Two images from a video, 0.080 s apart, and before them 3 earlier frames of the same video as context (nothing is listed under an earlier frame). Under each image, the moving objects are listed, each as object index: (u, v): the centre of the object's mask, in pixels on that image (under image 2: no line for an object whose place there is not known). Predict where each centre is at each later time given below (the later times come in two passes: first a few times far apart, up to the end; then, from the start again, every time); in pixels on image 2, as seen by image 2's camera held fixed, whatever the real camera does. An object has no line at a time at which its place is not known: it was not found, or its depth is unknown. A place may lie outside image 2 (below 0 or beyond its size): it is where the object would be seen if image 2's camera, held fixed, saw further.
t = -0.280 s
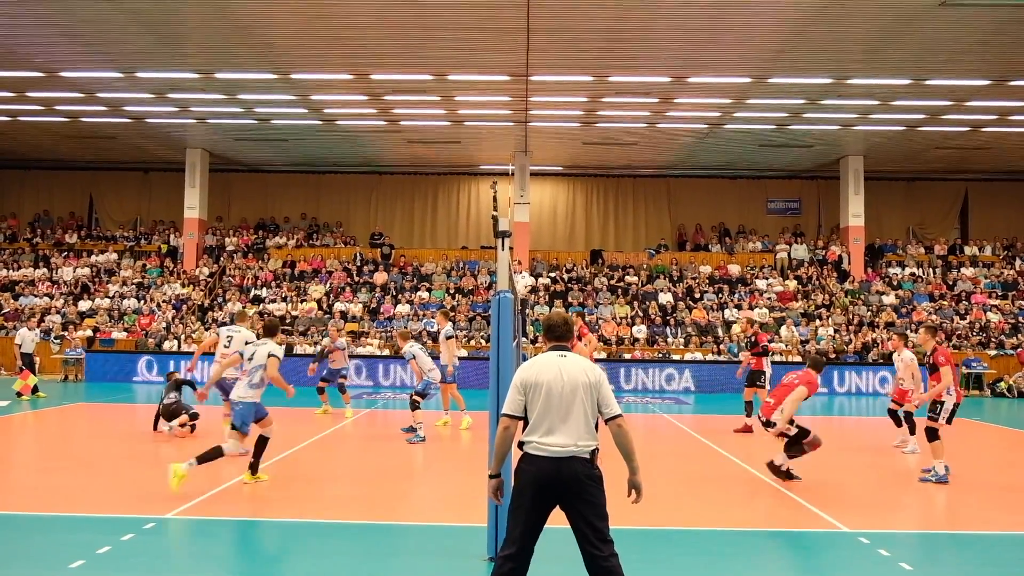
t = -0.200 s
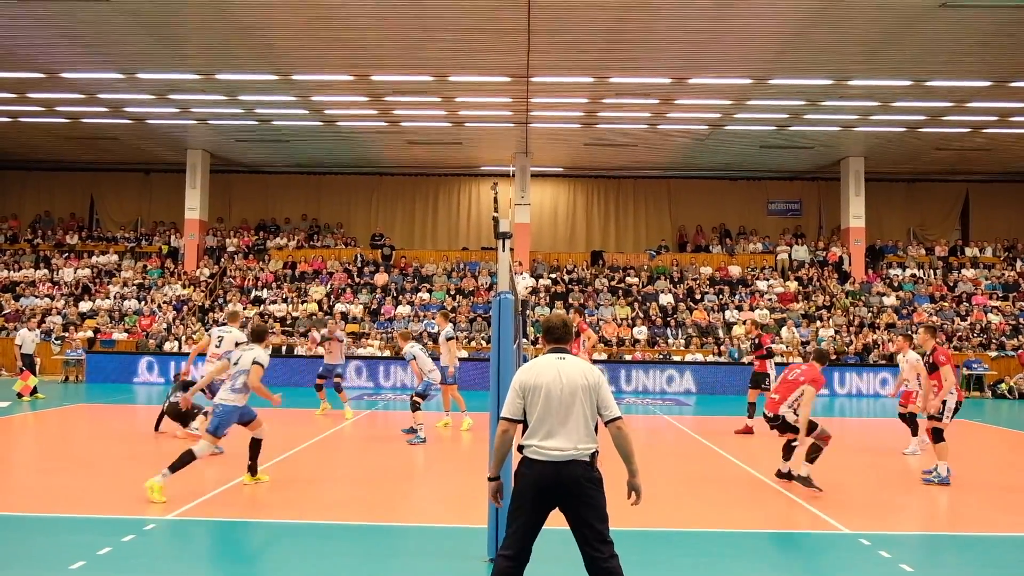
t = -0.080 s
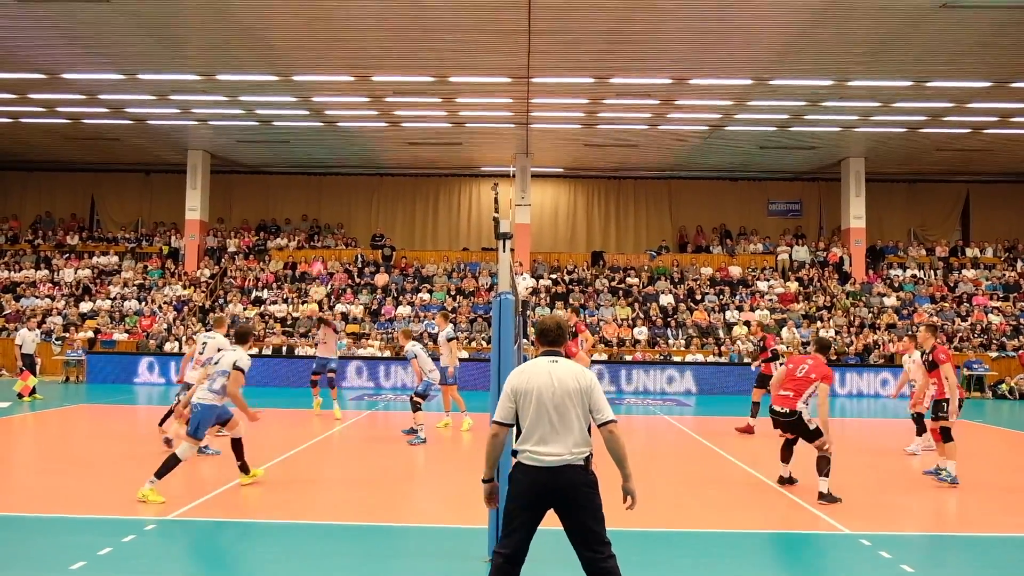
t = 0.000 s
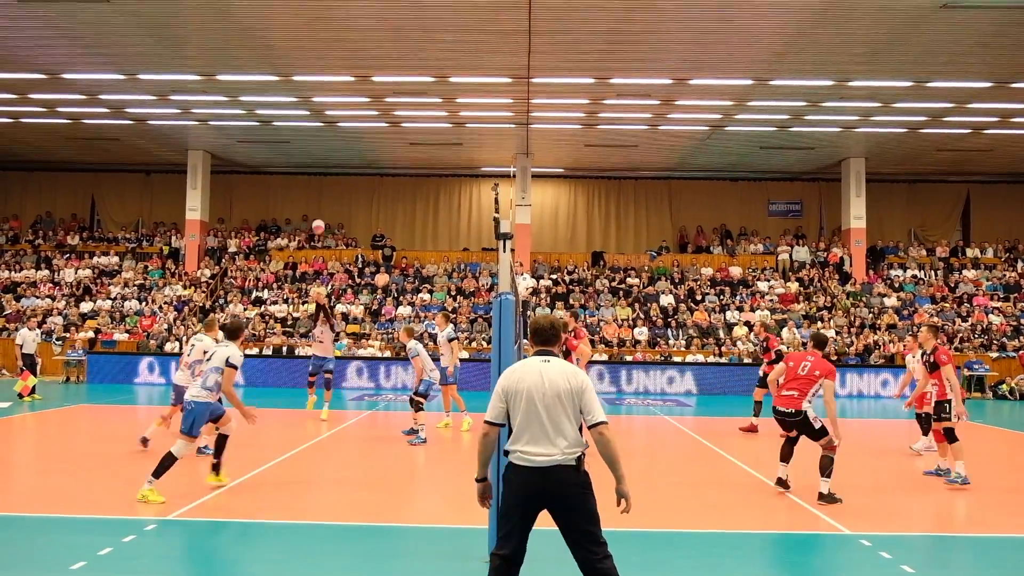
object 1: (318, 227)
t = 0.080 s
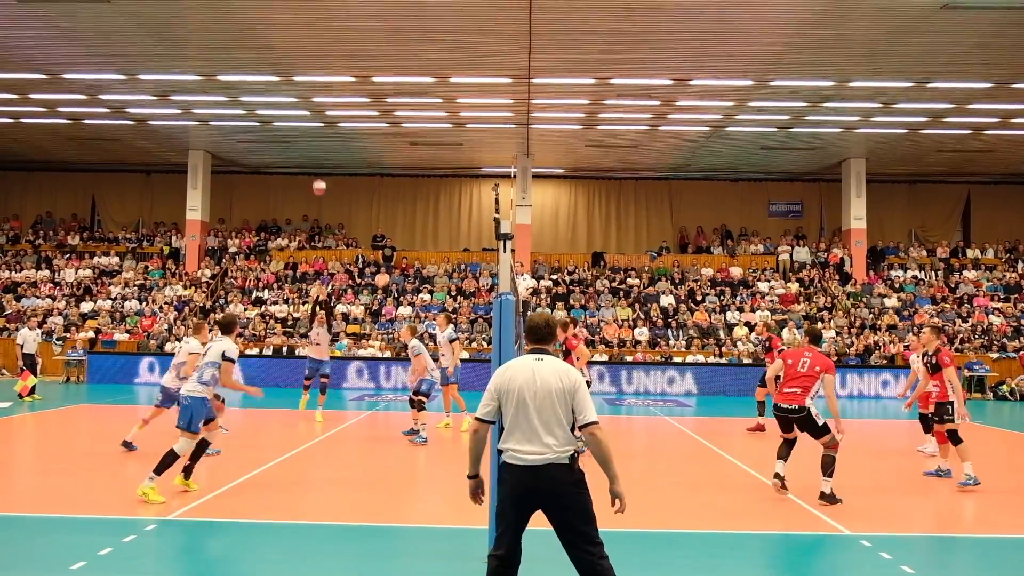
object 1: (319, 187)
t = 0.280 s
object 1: (321, 99)
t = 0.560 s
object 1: (324, 9)
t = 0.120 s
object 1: (319, 168)
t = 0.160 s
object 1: (320, 149)
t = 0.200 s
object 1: (321, 132)
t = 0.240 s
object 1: (320, 115)
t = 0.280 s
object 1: (321, 99)
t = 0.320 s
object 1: (322, 86)
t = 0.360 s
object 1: (323, 69)
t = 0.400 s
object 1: (323, 56)
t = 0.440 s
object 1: (323, 43)
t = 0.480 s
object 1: (323, 30)
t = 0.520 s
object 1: (323, 19)
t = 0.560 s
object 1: (324, 9)
